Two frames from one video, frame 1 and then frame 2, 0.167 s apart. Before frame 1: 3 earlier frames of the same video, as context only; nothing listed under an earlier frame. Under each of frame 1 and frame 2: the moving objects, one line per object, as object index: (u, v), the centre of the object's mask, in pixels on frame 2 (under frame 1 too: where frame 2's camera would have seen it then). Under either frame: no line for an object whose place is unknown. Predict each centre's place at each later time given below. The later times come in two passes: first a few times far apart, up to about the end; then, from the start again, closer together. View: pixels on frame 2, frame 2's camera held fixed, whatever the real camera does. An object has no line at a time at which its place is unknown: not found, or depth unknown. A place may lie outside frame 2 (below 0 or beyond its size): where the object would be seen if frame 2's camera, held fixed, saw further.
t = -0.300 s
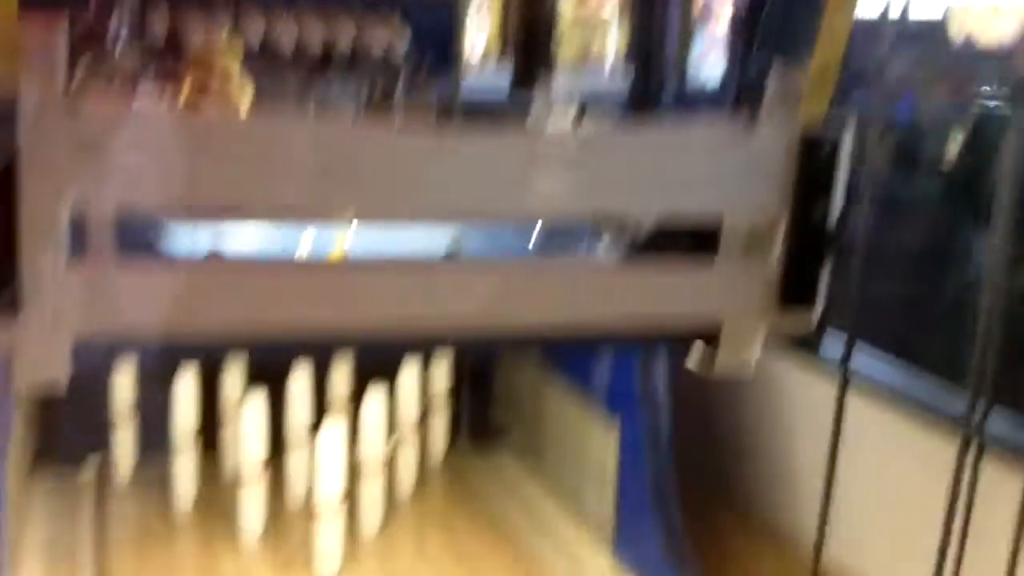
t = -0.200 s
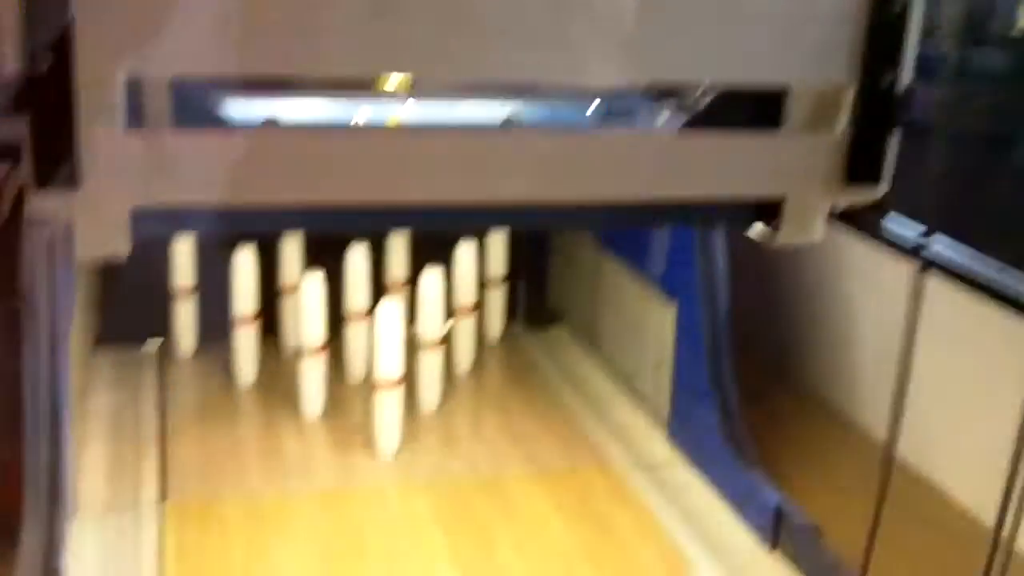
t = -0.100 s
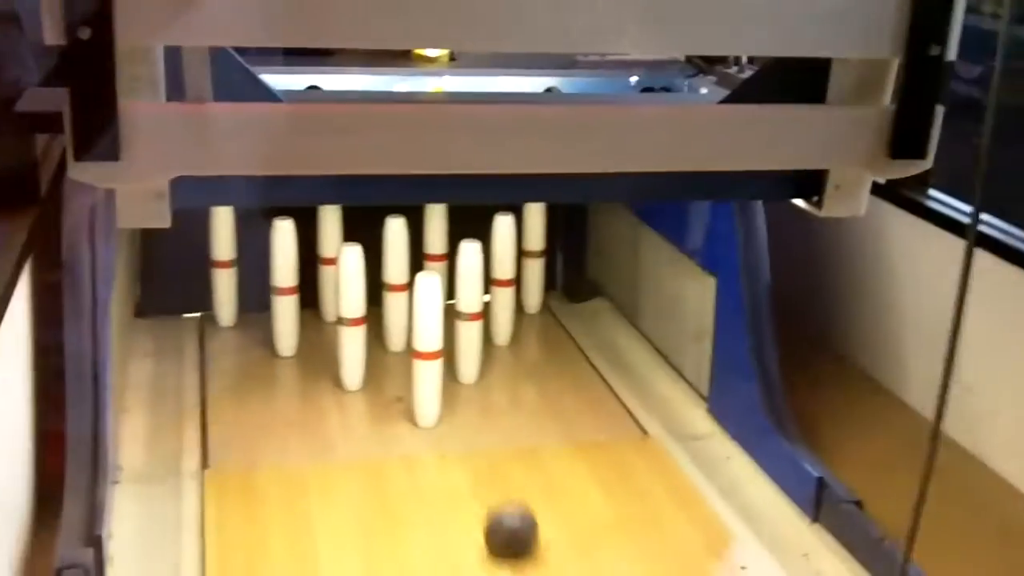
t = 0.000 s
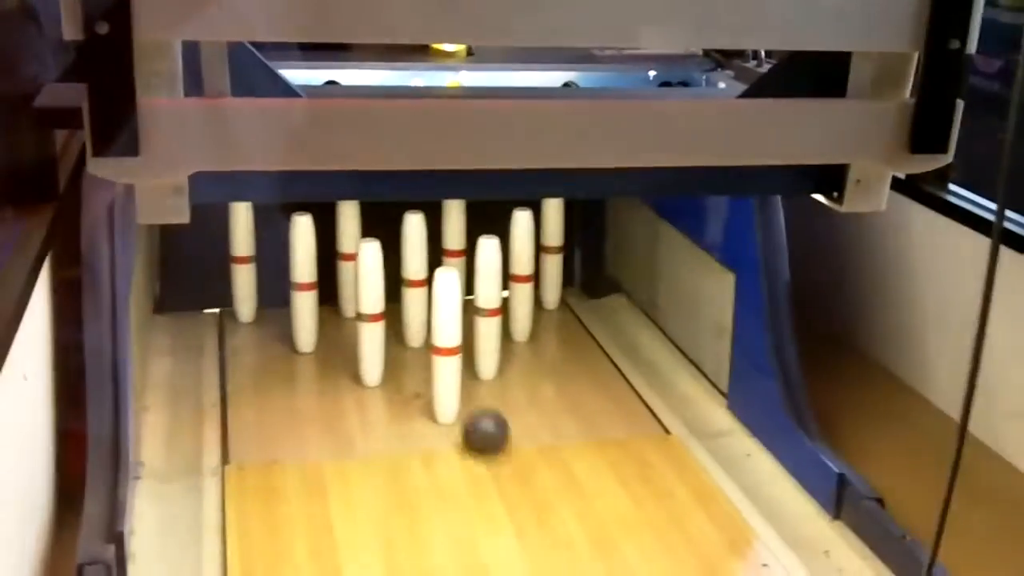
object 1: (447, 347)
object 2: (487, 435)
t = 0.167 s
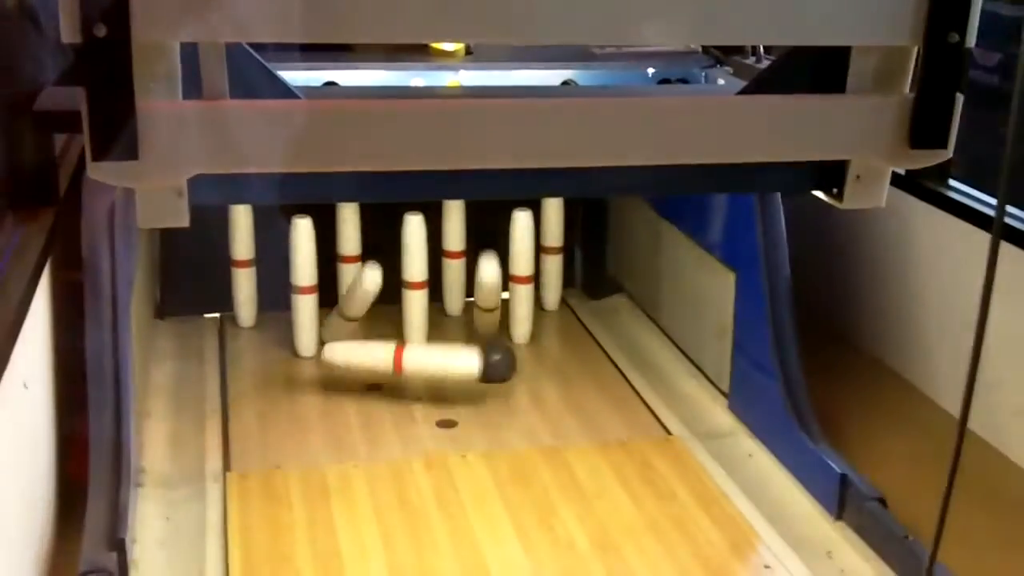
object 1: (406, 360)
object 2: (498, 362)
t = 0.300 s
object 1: (377, 391)
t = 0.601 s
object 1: (350, 407)
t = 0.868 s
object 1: (352, 407)
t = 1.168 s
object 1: (353, 408)
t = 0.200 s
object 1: (399, 376)
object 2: (500, 355)
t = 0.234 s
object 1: (383, 388)
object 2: (509, 349)
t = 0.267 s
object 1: (381, 395)
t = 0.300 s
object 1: (377, 391)
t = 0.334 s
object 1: (373, 392)
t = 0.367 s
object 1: (368, 391)
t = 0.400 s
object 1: (361, 395)
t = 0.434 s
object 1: (356, 403)
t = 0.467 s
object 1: (353, 406)
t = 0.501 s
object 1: (351, 407)
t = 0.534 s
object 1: (351, 407)
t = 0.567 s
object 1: (352, 407)
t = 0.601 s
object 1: (350, 407)
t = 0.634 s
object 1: (351, 407)
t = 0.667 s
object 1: (351, 407)
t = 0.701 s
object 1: (351, 407)
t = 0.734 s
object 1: (351, 406)
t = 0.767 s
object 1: (350, 408)
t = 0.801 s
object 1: (351, 407)
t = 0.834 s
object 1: (351, 408)
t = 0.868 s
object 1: (352, 407)
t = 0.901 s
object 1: (351, 408)
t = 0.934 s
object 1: (352, 407)
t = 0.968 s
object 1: (352, 407)
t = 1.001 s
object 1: (352, 408)
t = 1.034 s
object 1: (352, 407)
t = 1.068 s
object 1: (352, 408)
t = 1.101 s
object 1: (353, 407)
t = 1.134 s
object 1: (353, 408)
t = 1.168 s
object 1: (353, 408)
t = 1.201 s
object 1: (353, 408)
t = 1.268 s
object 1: (354, 408)
